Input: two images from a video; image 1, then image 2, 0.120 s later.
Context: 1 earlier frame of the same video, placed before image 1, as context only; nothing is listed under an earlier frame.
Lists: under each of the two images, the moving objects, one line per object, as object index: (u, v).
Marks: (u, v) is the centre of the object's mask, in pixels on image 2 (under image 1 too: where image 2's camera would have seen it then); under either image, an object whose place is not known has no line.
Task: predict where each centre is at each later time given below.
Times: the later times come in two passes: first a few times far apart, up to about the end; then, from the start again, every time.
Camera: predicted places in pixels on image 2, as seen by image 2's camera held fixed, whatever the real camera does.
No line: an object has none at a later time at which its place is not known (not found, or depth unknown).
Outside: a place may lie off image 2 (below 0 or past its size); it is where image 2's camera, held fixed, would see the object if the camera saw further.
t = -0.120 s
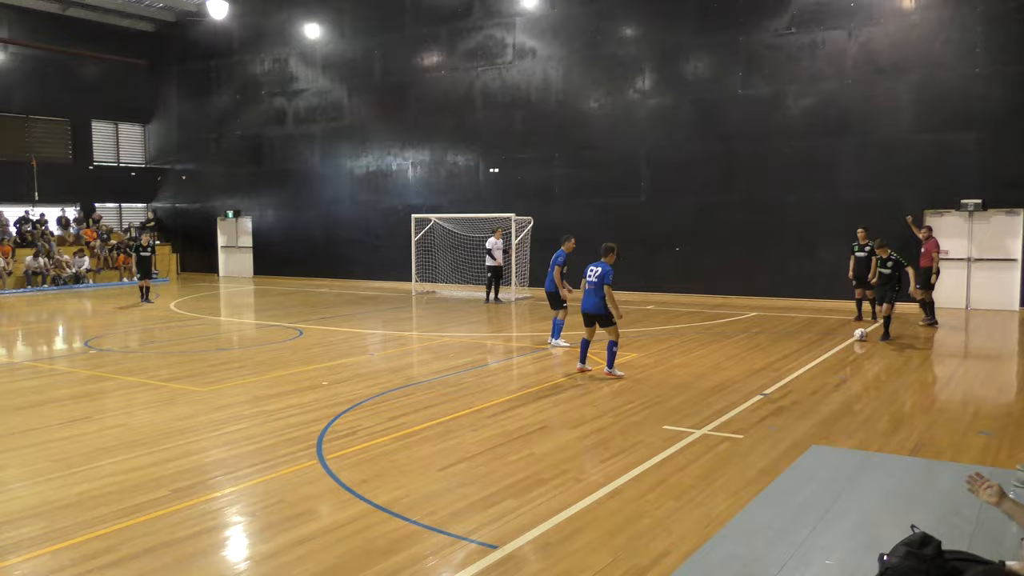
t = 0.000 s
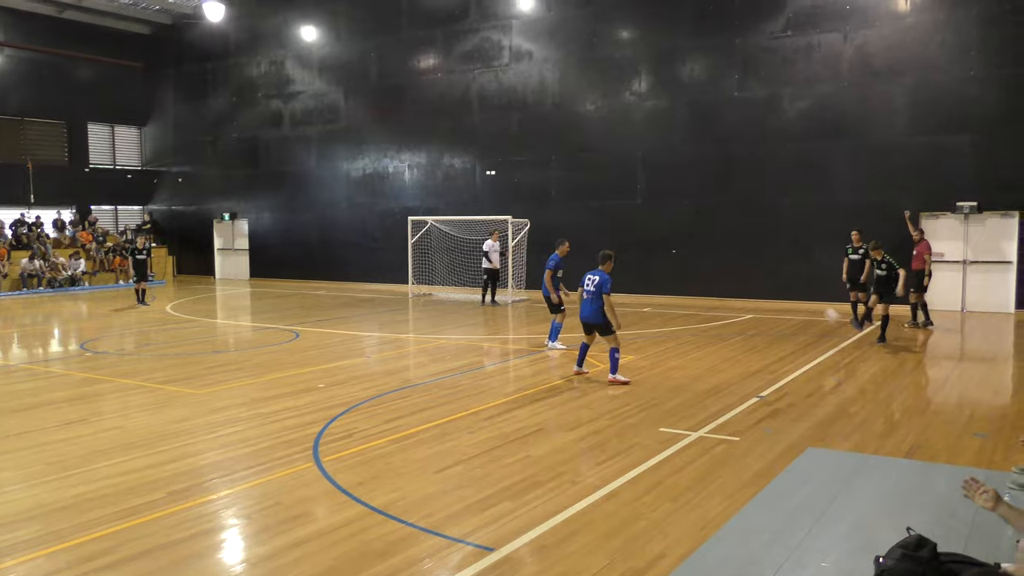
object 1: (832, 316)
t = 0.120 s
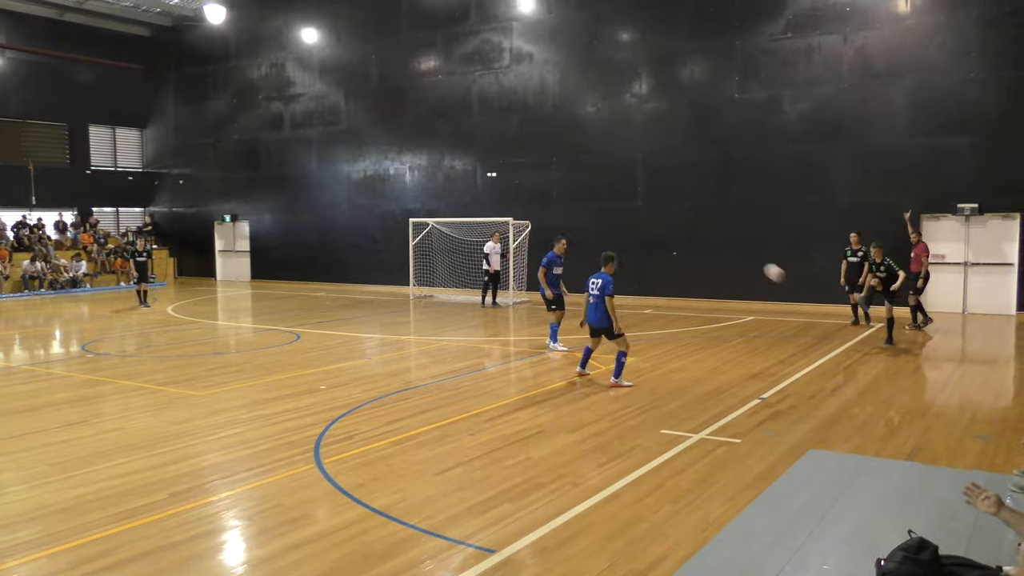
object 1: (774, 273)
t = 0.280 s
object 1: (676, 211)
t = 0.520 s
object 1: (477, 125)
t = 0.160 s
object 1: (752, 257)
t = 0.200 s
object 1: (728, 242)
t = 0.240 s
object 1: (703, 227)
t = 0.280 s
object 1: (676, 211)
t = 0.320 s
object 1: (648, 196)
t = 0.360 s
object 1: (617, 181)
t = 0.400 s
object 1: (585, 167)
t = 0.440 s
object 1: (551, 152)
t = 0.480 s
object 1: (514, 137)
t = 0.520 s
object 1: (477, 125)
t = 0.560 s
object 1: (437, 111)
